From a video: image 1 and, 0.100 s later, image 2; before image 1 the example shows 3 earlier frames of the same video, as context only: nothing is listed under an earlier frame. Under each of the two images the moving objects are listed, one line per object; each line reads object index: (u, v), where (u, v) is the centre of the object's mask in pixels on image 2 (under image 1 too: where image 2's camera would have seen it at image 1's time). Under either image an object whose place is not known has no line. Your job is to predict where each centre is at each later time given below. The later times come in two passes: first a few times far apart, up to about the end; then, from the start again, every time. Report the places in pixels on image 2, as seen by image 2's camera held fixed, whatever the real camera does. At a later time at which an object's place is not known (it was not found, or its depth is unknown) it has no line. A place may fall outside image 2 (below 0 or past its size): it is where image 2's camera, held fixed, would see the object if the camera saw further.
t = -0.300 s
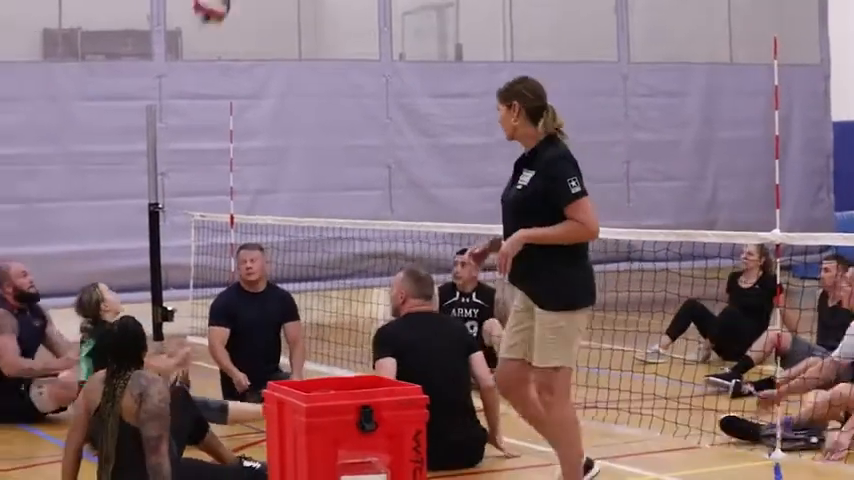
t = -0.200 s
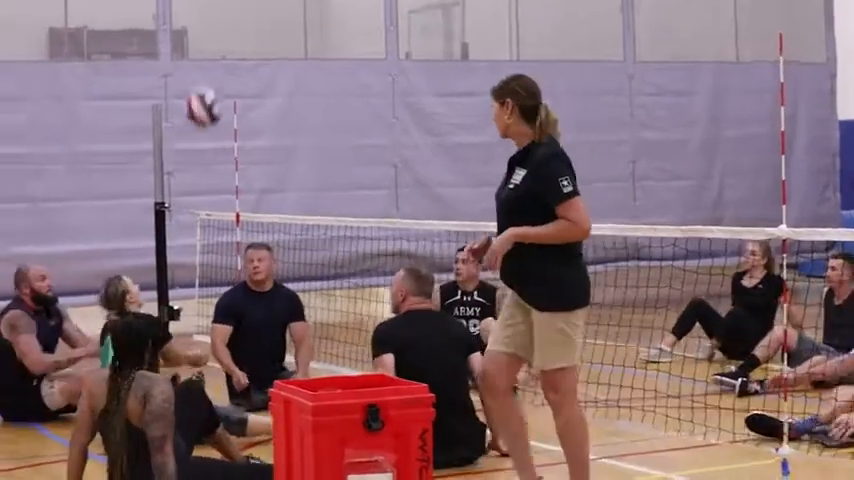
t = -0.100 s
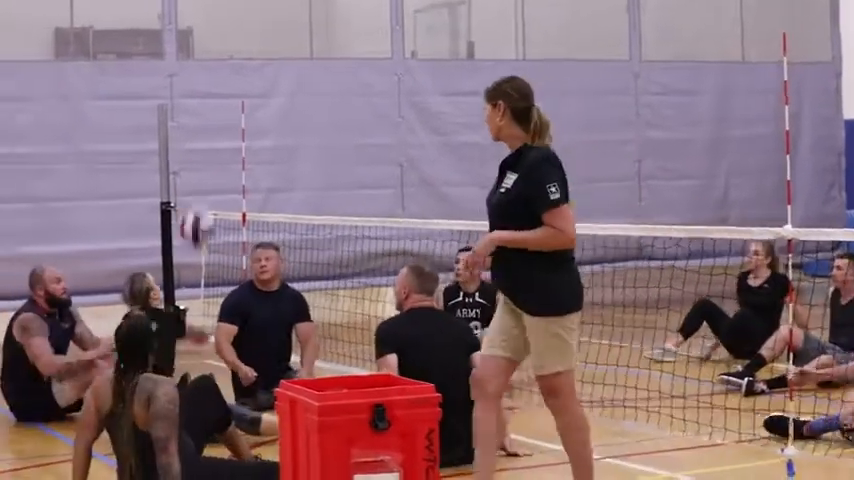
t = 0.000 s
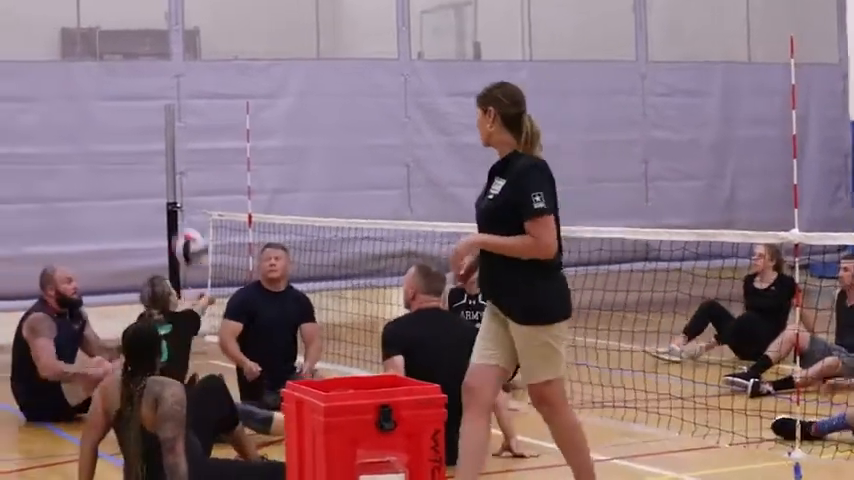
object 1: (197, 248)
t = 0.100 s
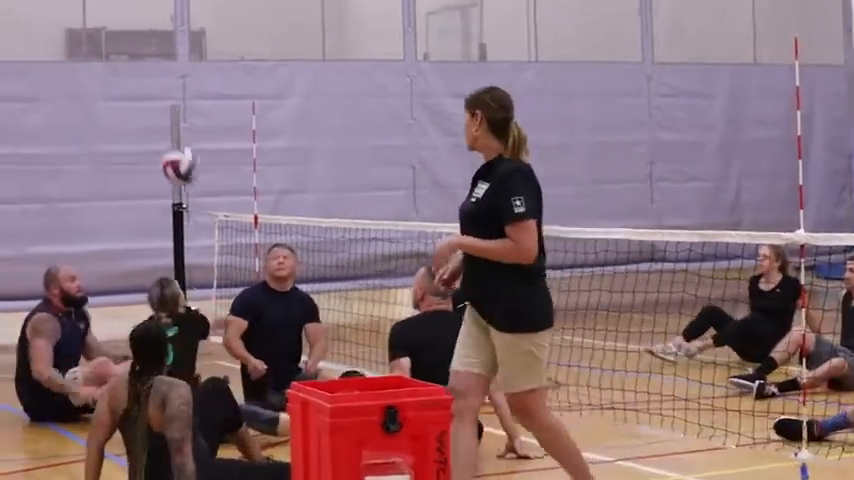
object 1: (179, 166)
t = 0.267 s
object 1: (160, 63)
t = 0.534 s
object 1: (127, 5)
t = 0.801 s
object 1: (93, 65)
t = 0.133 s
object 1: (177, 142)
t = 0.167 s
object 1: (173, 120)
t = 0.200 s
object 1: (169, 100)
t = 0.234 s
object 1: (164, 80)
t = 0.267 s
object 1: (160, 63)
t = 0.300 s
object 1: (155, 49)
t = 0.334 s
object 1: (151, 35)
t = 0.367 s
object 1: (147, 24)
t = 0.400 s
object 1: (143, 15)
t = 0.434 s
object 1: (139, 11)
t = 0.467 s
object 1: (135, 7)
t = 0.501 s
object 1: (131, 5)
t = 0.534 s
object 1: (127, 5)
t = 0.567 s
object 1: (123, 5)
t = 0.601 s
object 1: (119, 5)
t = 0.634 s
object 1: (114, 8)
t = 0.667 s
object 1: (110, 12)
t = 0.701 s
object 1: (106, 22)
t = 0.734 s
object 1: (103, 34)
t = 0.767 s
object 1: (98, 48)
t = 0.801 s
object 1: (93, 65)
